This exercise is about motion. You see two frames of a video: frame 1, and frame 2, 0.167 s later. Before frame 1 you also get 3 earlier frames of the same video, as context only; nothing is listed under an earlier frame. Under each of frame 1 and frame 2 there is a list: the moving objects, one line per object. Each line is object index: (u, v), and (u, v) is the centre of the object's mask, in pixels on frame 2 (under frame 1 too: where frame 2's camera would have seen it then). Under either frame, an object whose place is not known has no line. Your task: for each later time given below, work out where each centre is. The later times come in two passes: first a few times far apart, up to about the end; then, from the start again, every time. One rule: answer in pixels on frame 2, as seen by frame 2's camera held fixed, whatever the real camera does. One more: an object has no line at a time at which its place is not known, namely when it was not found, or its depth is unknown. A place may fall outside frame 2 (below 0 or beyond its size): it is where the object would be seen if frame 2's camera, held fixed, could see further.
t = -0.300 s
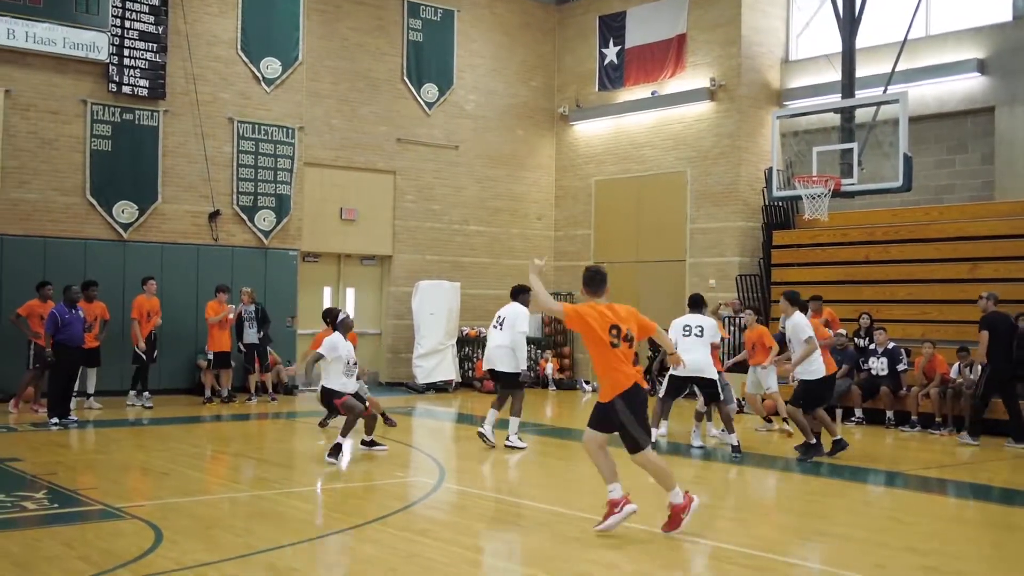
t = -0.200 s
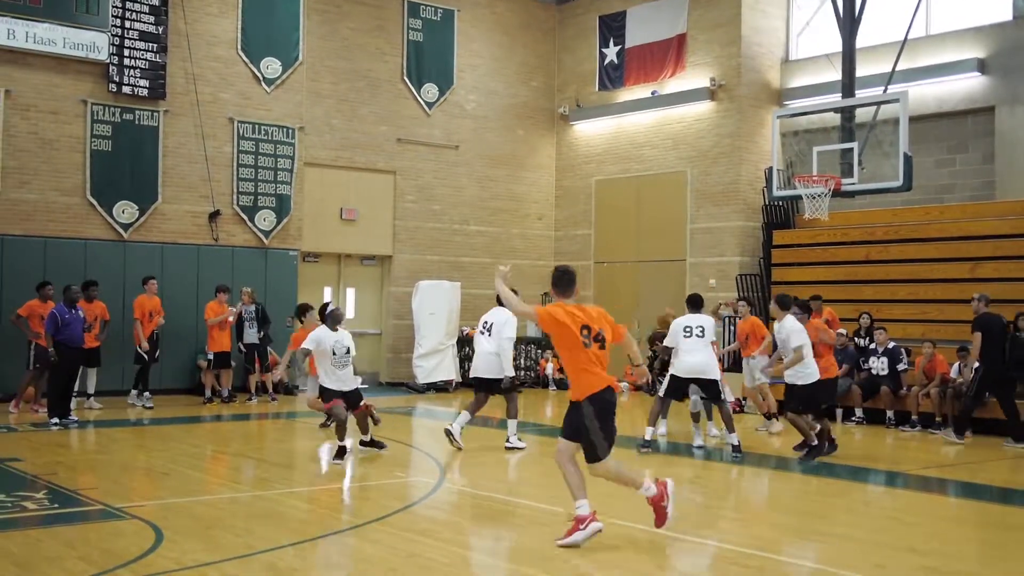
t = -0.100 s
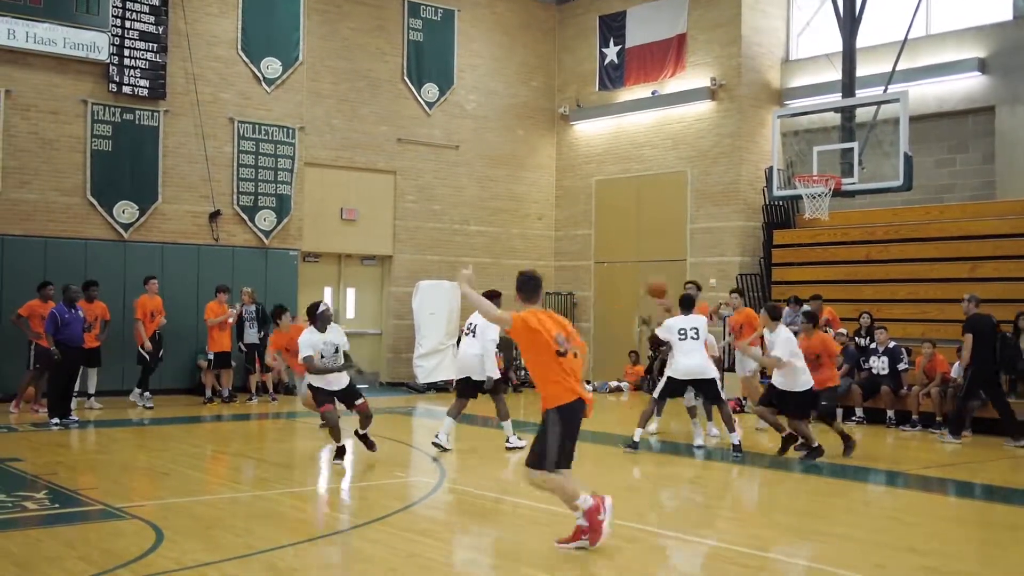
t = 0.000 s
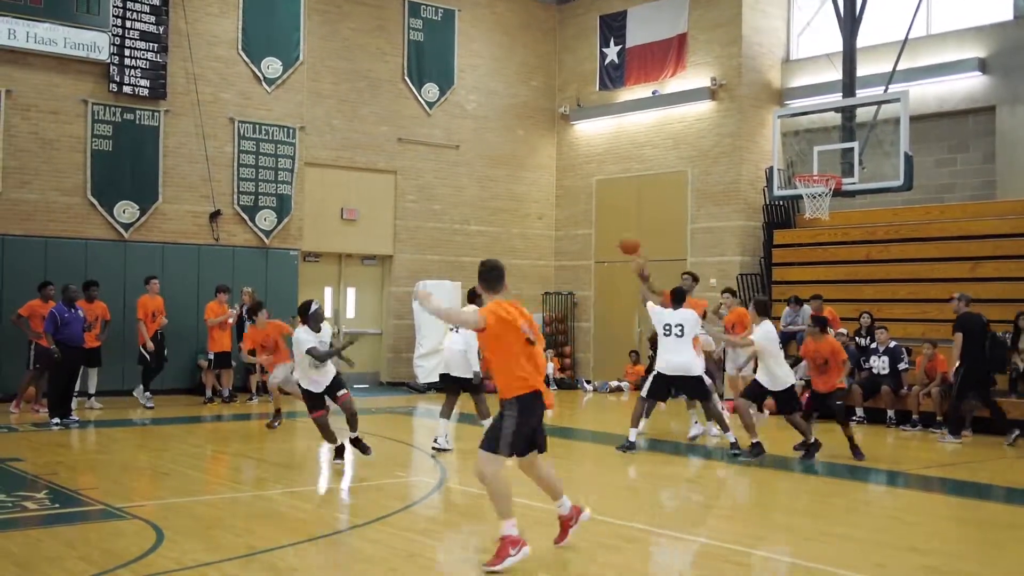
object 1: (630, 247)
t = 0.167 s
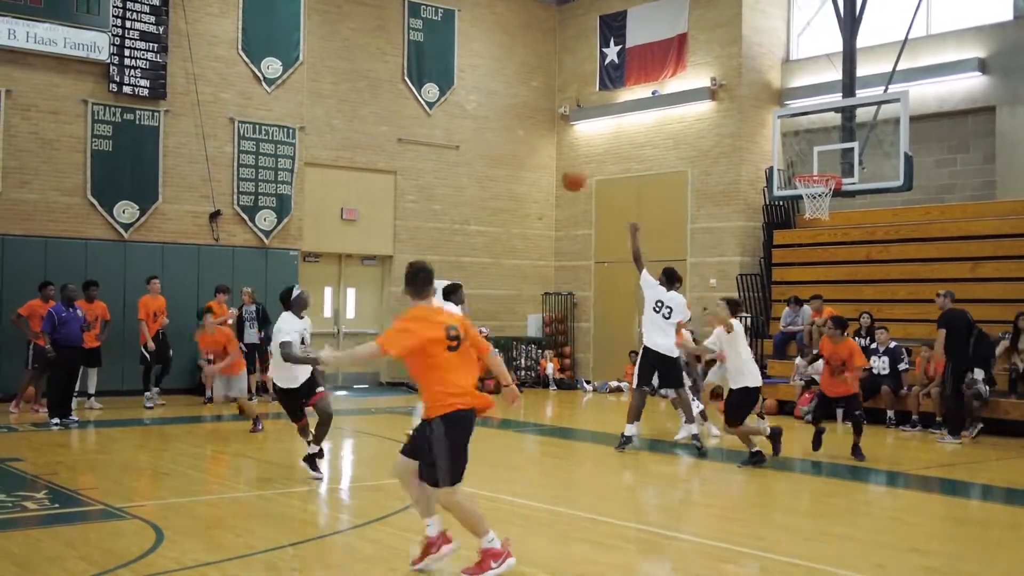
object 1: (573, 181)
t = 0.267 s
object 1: (531, 146)
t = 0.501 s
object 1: (397, 83)
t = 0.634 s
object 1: (283, 65)
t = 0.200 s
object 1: (559, 169)
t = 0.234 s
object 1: (546, 157)
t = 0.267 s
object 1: (531, 146)
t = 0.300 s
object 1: (516, 134)
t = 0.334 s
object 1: (498, 125)
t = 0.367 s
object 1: (480, 115)
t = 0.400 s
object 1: (462, 106)
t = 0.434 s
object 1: (442, 97)
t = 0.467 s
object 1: (421, 89)
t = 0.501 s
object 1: (397, 83)
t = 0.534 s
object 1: (372, 78)
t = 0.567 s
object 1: (345, 73)
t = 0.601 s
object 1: (313, 69)
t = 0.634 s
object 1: (283, 65)
